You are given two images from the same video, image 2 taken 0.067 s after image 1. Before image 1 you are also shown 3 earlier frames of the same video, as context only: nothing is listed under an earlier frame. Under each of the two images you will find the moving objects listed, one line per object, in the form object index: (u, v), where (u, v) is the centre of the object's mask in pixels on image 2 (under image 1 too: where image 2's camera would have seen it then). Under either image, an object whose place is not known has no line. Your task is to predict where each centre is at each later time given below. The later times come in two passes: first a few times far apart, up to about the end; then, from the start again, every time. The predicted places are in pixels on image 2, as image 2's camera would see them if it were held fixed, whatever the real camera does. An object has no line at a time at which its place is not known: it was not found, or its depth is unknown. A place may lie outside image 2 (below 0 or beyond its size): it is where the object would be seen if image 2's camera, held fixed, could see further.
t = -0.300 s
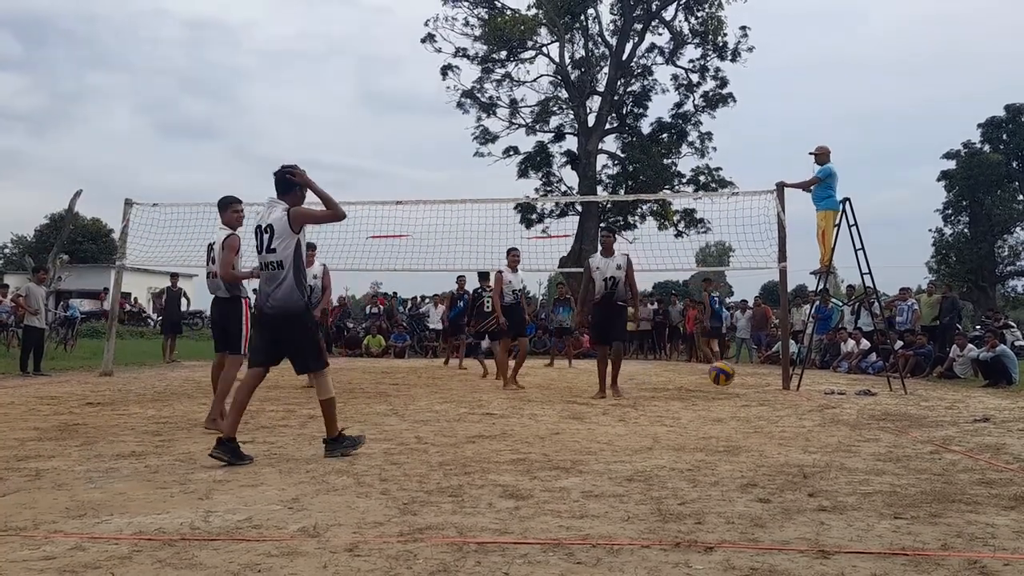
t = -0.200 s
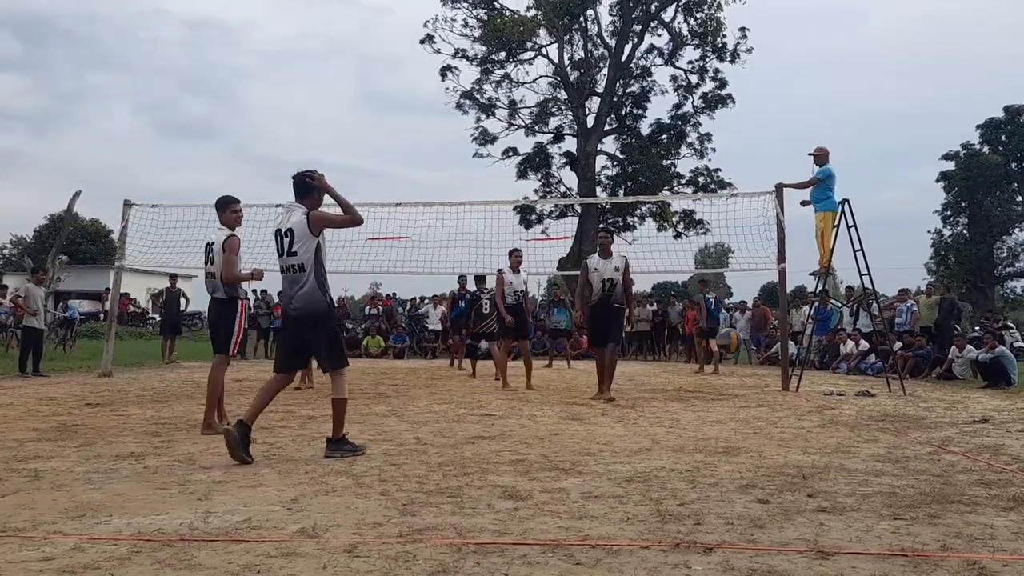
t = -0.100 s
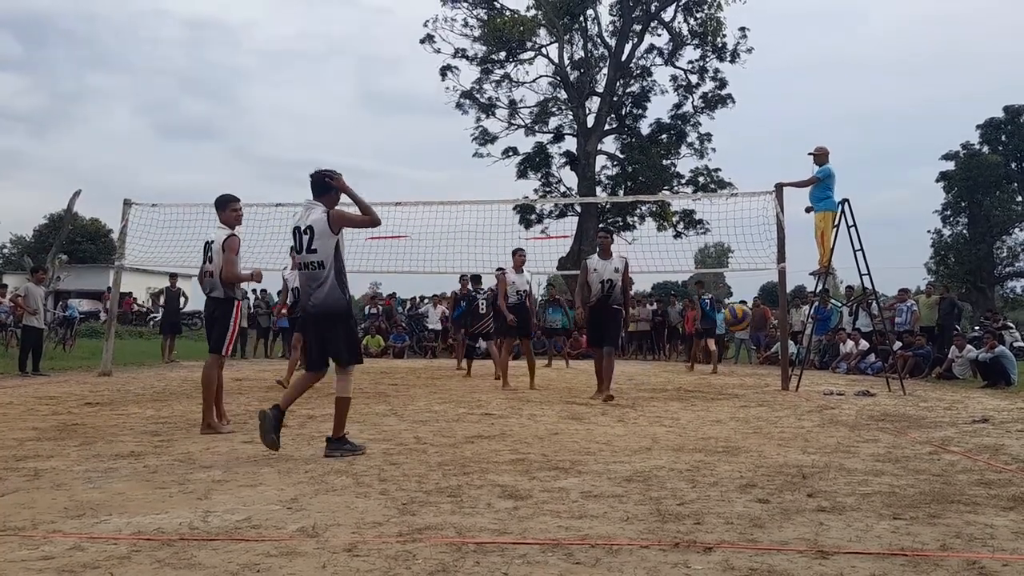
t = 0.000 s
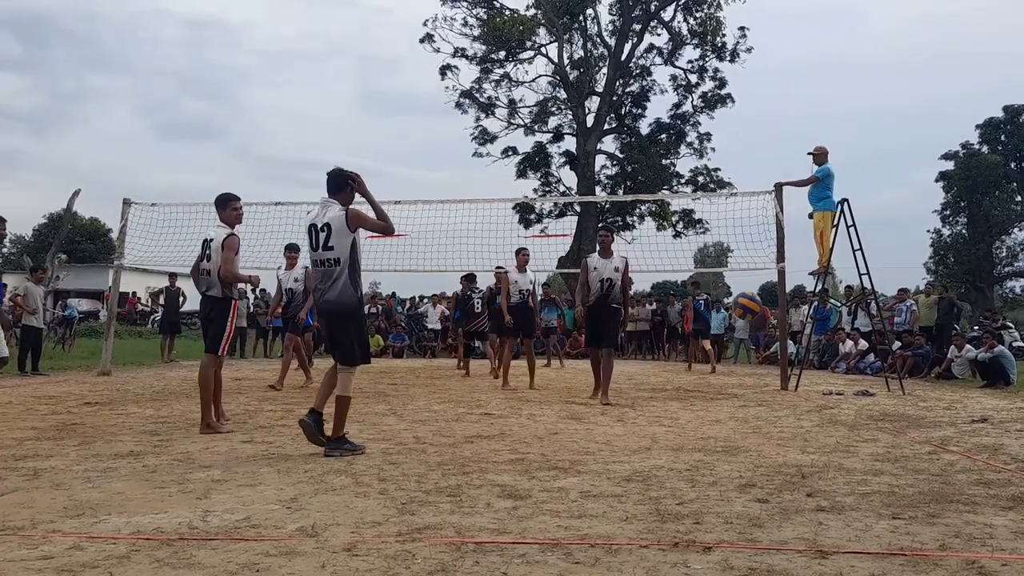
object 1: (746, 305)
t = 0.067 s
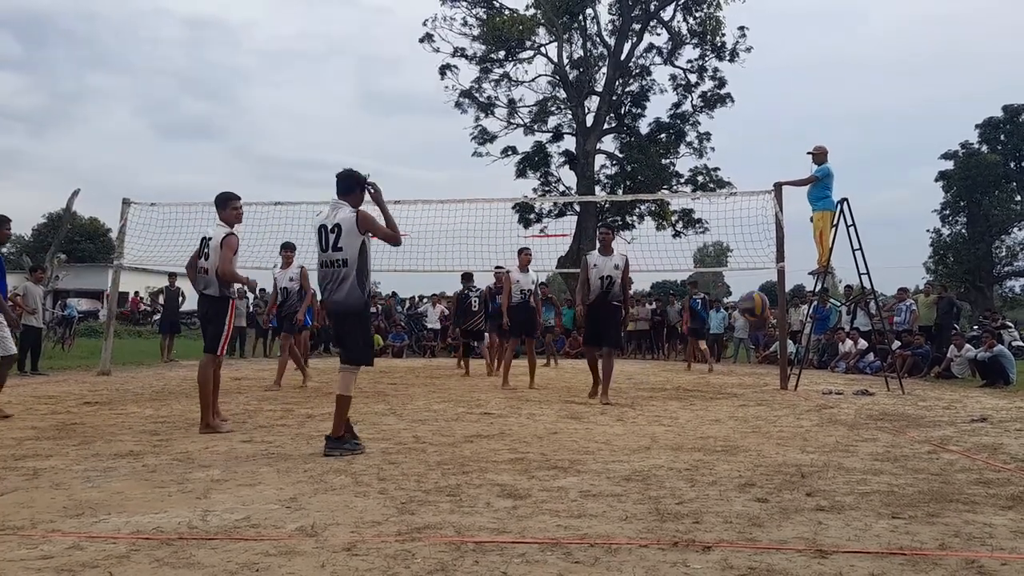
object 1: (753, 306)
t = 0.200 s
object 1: (768, 323)
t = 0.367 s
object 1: (791, 391)
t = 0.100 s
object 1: (757, 307)
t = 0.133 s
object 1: (760, 309)
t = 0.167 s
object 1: (764, 315)
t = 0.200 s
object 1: (768, 323)
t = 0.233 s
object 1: (771, 333)
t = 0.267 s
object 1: (777, 343)
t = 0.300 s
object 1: (783, 357)
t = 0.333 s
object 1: (787, 373)
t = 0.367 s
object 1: (791, 391)
